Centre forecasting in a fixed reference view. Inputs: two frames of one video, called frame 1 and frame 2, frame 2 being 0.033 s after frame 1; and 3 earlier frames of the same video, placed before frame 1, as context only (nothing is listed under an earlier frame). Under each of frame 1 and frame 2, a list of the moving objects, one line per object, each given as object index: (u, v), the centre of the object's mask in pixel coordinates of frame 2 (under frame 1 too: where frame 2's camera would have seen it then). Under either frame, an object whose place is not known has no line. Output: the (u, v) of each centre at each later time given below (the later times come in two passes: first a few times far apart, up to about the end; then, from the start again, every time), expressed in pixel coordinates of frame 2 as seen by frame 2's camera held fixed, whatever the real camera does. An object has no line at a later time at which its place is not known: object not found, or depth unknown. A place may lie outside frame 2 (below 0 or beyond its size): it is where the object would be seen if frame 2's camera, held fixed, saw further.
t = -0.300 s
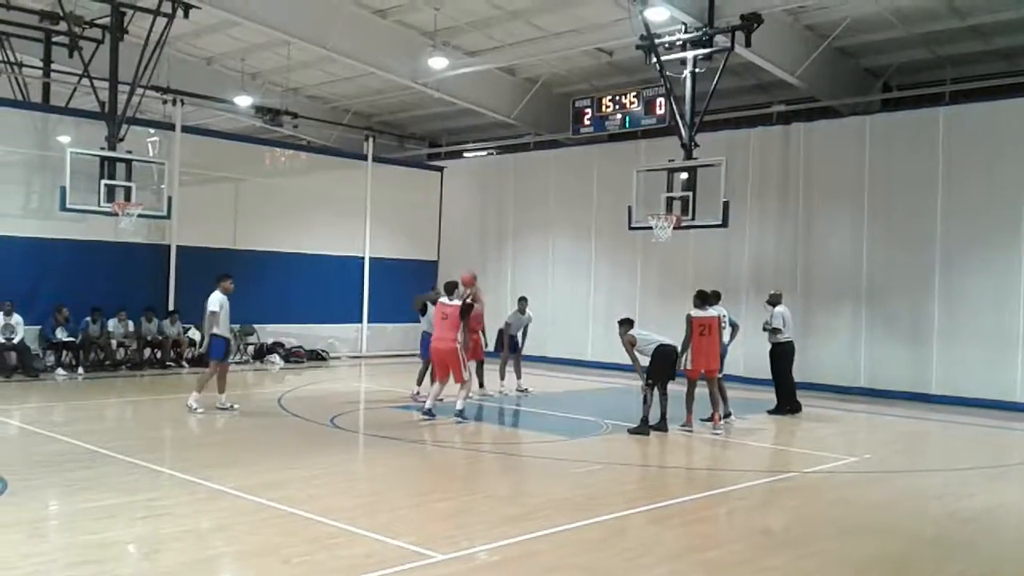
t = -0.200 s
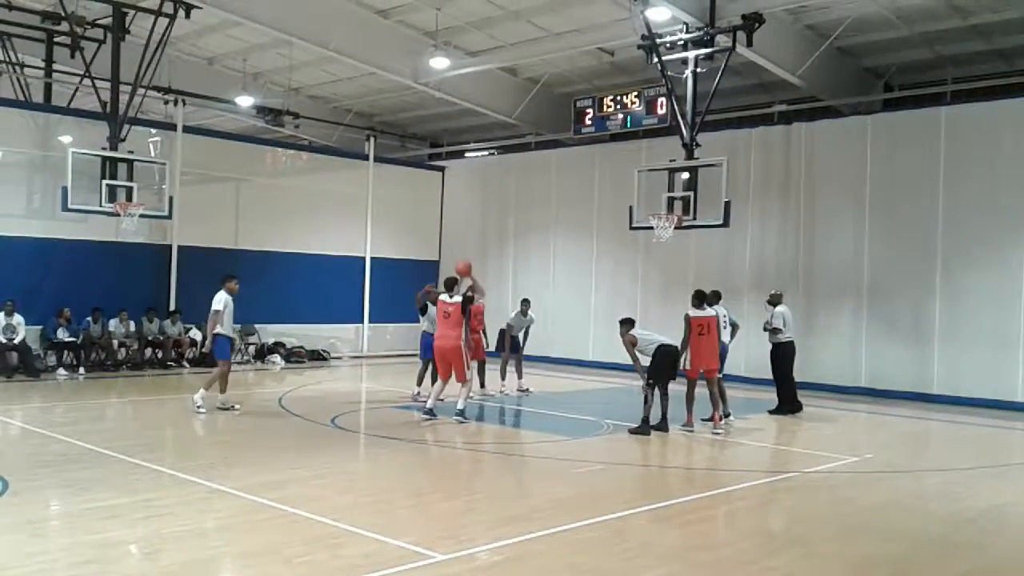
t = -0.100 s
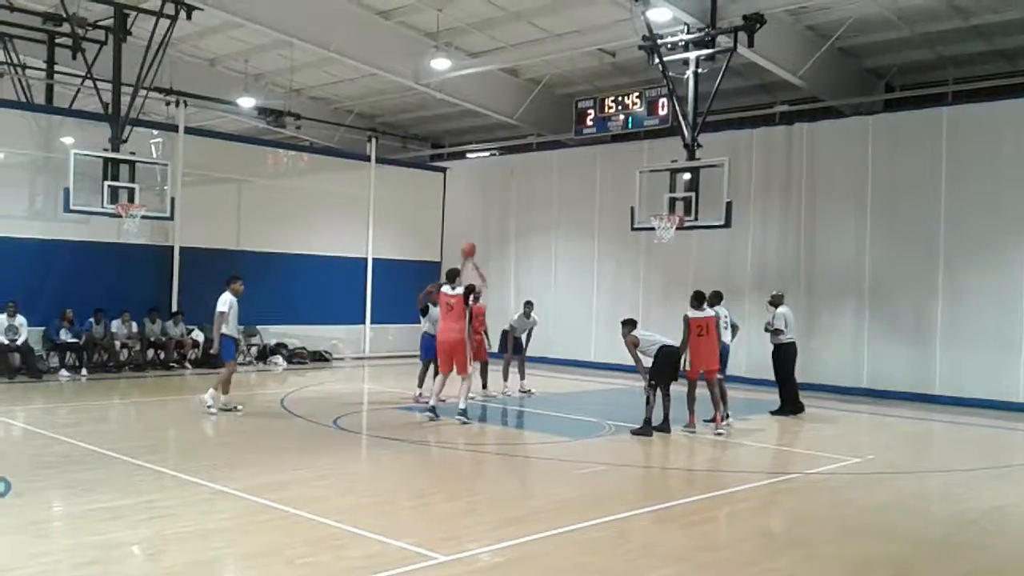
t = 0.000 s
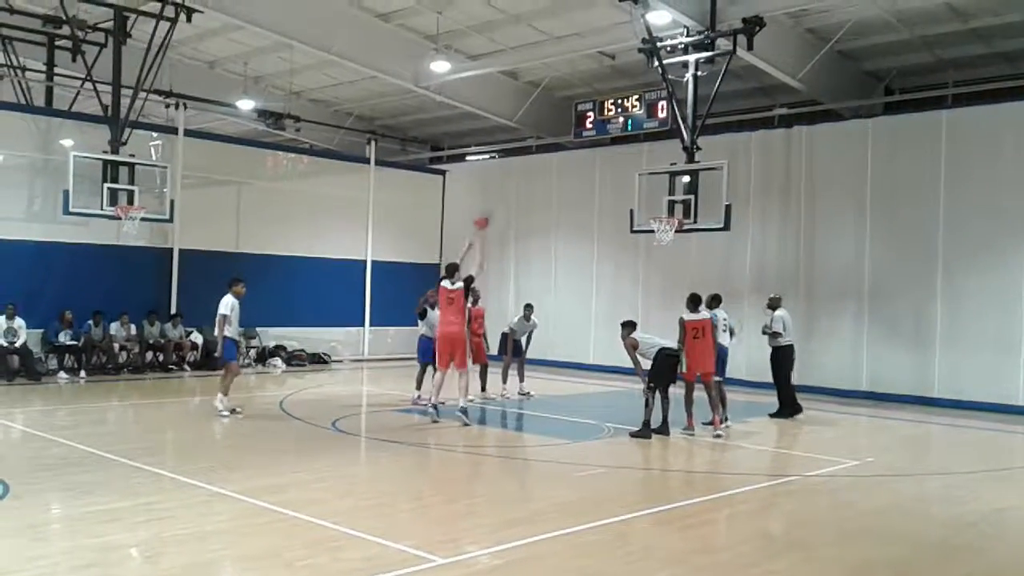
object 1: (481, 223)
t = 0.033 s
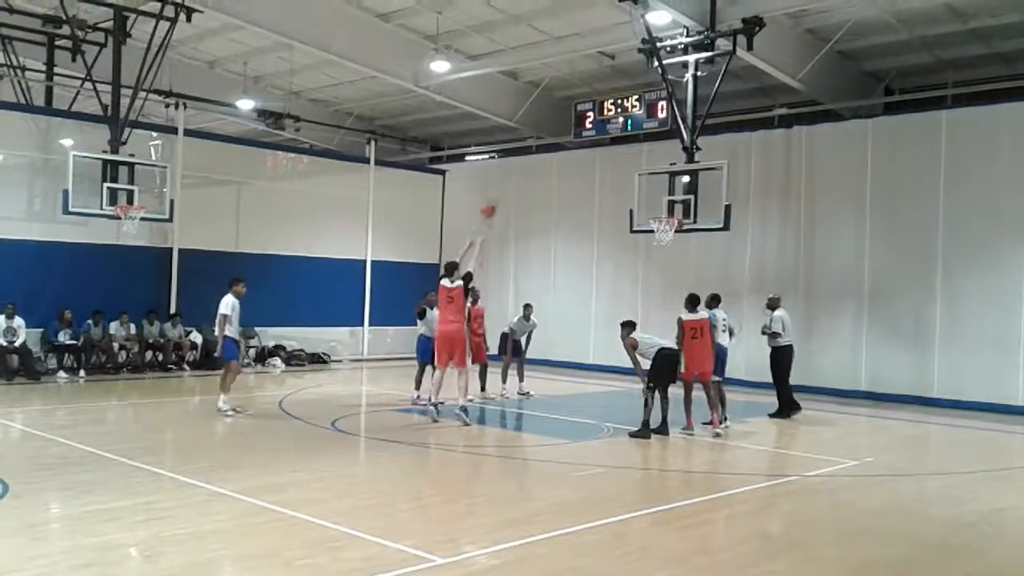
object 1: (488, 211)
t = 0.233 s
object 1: (533, 163)
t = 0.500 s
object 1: (585, 145)
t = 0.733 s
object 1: (623, 165)
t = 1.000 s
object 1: (658, 210)
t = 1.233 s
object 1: (672, 200)
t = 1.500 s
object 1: (676, 201)
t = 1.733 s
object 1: (678, 205)
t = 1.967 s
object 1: (680, 210)
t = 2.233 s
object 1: (685, 216)
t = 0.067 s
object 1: (497, 199)
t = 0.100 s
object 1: (504, 192)
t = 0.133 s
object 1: (511, 183)
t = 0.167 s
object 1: (518, 175)
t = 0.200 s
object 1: (525, 169)
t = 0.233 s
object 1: (533, 163)
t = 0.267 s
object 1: (540, 158)
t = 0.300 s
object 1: (546, 153)
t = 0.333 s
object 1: (553, 150)
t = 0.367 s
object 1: (557, 149)
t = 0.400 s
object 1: (563, 148)
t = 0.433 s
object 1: (571, 146)
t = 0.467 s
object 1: (578, 145)
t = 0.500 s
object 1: (585, 145)
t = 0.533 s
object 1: (590, 146)
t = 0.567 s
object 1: (595, 147)
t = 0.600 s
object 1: (600, 149)
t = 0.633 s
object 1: (606, 152)
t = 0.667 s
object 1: (611, 156)
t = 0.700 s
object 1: (617, 160)
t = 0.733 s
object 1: (623, 165)
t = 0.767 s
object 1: (627, 170)
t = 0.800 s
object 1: (633, 176)
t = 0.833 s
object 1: (637, 183)
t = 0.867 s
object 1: (642, 190)
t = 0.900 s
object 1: (647, 198)
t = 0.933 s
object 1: (652, 205)
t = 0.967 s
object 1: (655, 211)
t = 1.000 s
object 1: (658, 210)
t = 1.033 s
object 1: (661, 210)
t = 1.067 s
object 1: (665, 210)
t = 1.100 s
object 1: (667, 211)
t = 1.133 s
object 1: (670, 210)
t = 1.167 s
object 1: (671, 207)
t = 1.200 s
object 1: (671, 203)
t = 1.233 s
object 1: (672, 200)
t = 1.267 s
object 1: (672, 198)
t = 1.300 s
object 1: (673, 197)
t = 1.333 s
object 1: (673, 196)
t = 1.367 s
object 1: (674, 196)
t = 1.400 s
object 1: (674, 197)
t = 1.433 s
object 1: (674, 197)
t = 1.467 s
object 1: (675, 199)
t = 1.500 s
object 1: (676, 201)
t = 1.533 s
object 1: (675, 203)
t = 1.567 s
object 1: (675, 205)
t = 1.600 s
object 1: (675, 208)
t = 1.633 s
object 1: (676, 211)
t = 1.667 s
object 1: (676, 208)
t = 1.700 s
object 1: (677, 207)
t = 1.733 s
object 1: (678, 205)
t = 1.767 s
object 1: (679, 205)
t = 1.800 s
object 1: (679, 204)
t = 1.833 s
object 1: (680, 205)
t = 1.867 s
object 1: (680, 204)
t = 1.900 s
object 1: (680, 206)
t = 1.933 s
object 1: (681, 207)
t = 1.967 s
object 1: (680, 210)
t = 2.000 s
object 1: (680, 212)
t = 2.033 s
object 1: (681, 213)
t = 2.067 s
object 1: (681, 212)
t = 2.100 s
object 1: (681, 213)
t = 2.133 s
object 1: (682, 212)
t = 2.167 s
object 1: (681, 212)
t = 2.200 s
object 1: (683, 213)
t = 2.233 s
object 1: (685, 216)
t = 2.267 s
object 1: (688, 217)
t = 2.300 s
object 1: (689, 219)
